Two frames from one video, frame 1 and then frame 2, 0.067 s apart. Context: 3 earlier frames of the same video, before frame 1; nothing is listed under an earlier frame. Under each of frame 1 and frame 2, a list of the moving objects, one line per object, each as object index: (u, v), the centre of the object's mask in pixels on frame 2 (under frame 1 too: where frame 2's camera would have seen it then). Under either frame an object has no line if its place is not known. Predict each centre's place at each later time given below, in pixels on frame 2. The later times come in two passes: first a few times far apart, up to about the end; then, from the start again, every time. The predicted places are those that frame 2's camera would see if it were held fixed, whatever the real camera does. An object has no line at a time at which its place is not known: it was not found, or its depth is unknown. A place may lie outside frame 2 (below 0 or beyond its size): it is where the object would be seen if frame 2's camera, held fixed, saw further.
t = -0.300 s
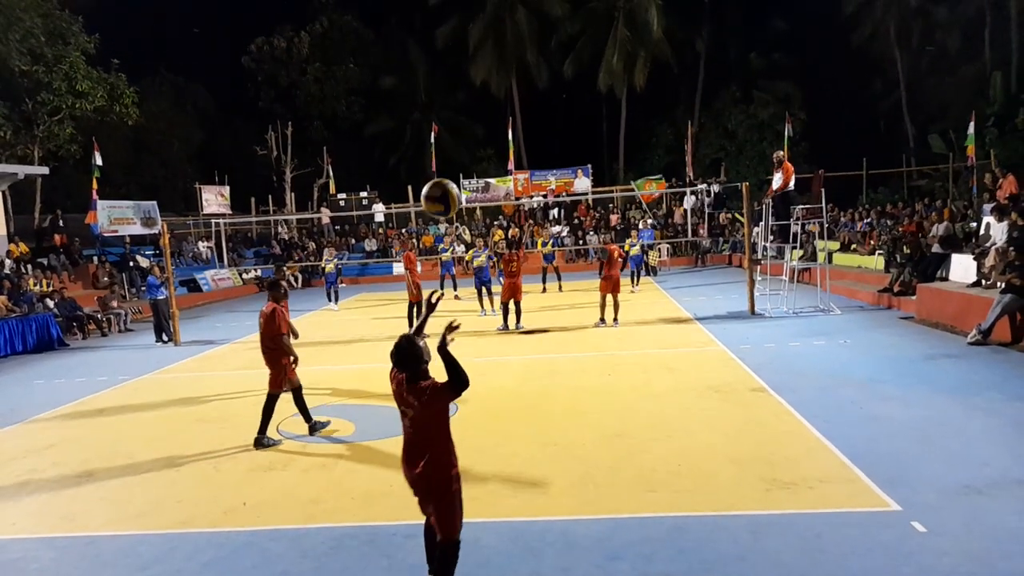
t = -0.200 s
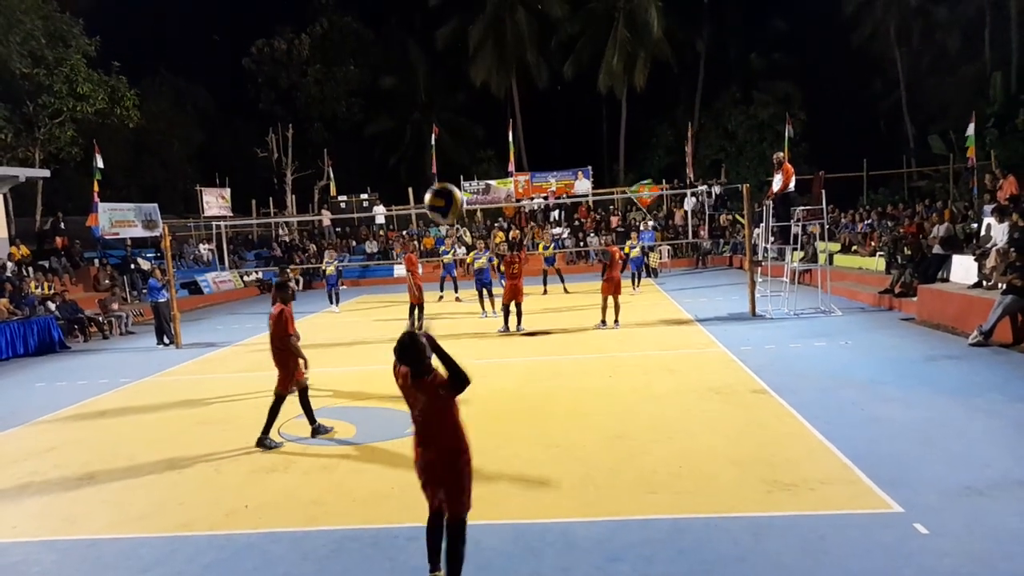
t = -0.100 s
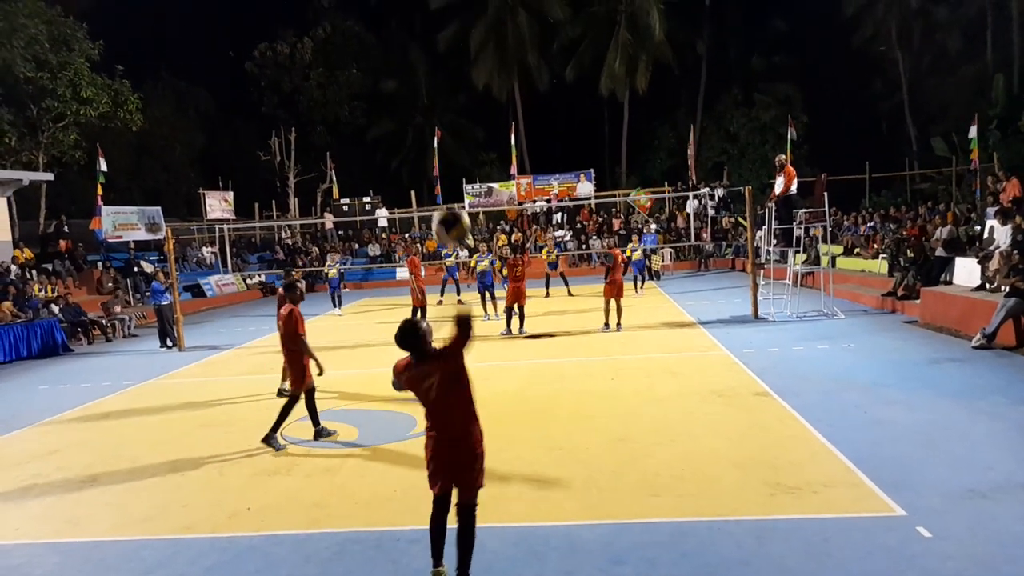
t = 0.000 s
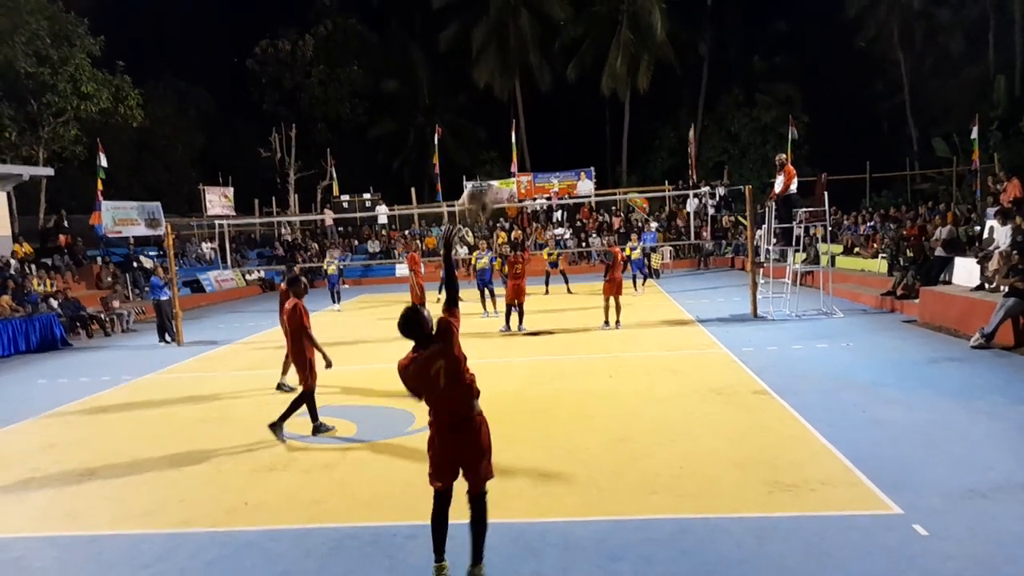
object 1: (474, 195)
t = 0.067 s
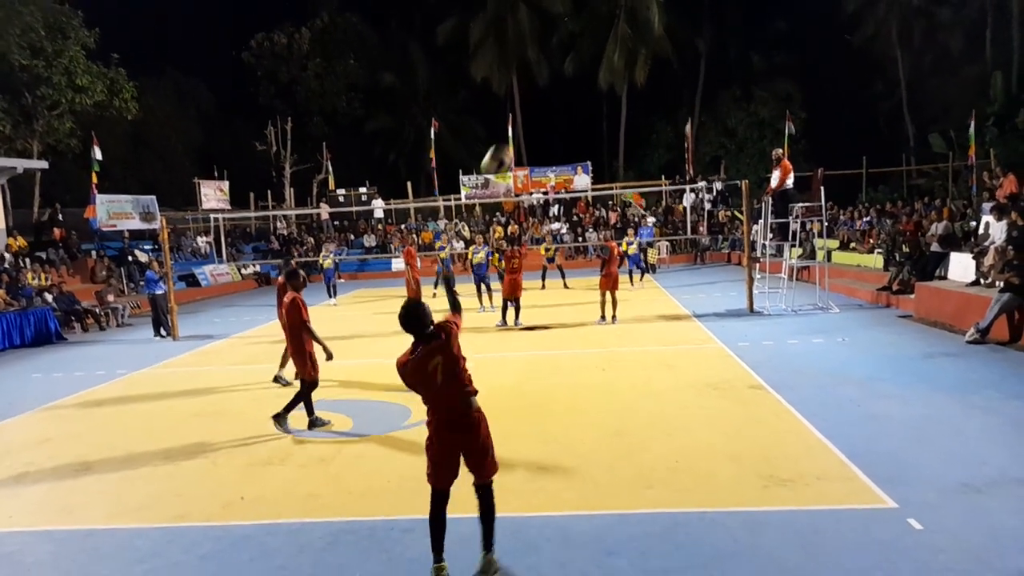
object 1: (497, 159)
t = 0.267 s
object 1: (536, 128)
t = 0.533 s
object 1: (566, 146)
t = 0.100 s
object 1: (505, 149)
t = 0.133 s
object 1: (512, 140)
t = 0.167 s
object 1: (520, 134)
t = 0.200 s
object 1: (525, 130)
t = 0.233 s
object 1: (531, 130)
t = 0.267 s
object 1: (536, 128)
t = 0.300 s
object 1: (541, 127)
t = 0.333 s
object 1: (544, 128)
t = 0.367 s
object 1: (549, 129)
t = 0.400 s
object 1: (552, 131)
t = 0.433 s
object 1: (556, 134)
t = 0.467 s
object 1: (559, 137)
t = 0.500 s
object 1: (563, 142)
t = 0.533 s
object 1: (566, 146)
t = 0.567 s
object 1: (569, 151)
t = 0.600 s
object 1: (572, 156)
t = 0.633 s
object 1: (574, 161)
